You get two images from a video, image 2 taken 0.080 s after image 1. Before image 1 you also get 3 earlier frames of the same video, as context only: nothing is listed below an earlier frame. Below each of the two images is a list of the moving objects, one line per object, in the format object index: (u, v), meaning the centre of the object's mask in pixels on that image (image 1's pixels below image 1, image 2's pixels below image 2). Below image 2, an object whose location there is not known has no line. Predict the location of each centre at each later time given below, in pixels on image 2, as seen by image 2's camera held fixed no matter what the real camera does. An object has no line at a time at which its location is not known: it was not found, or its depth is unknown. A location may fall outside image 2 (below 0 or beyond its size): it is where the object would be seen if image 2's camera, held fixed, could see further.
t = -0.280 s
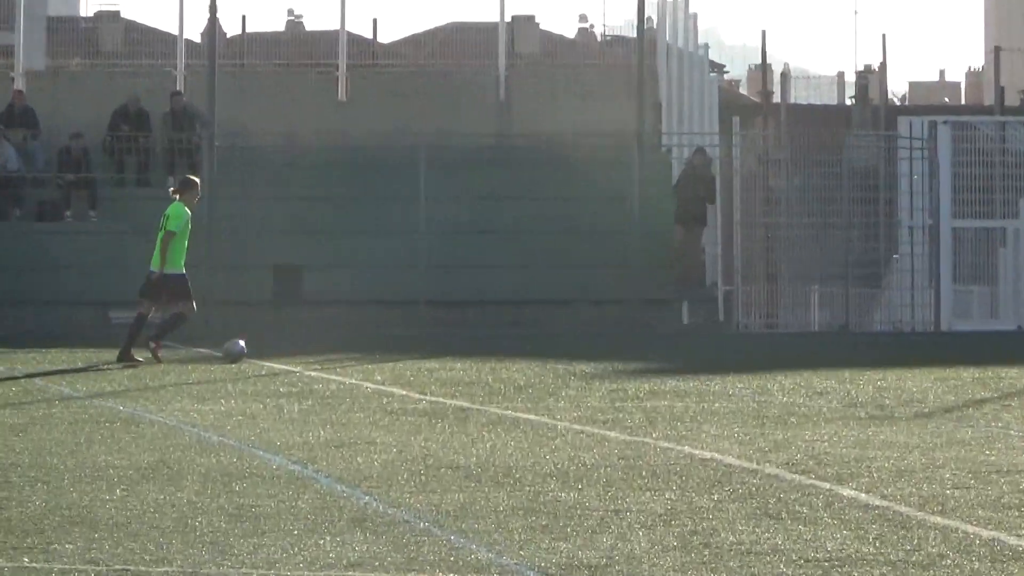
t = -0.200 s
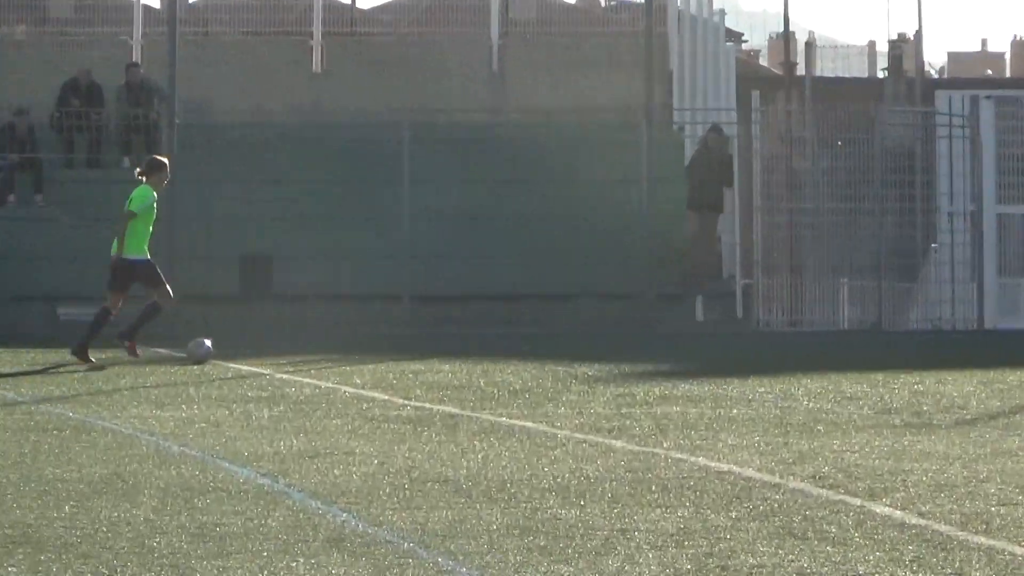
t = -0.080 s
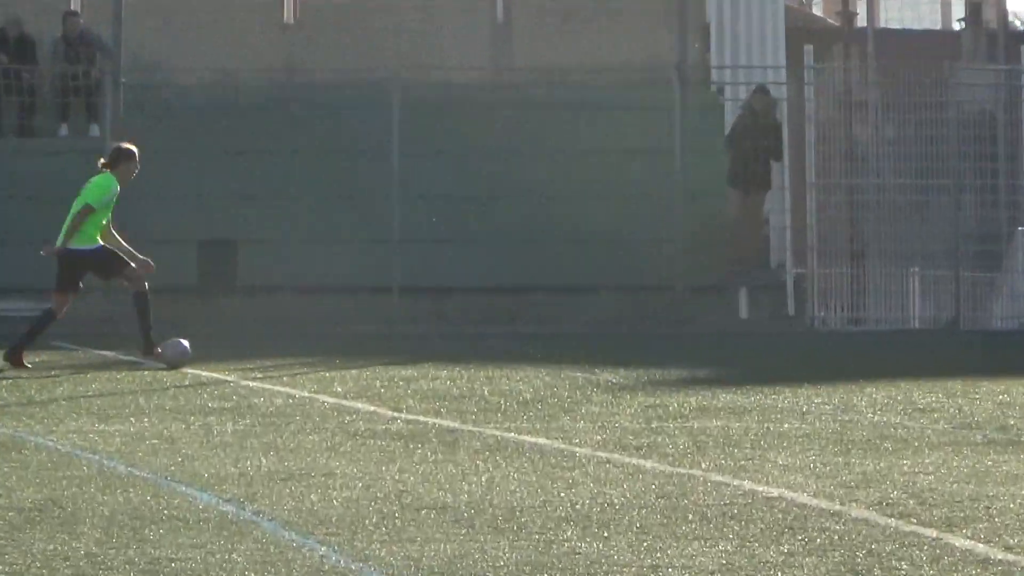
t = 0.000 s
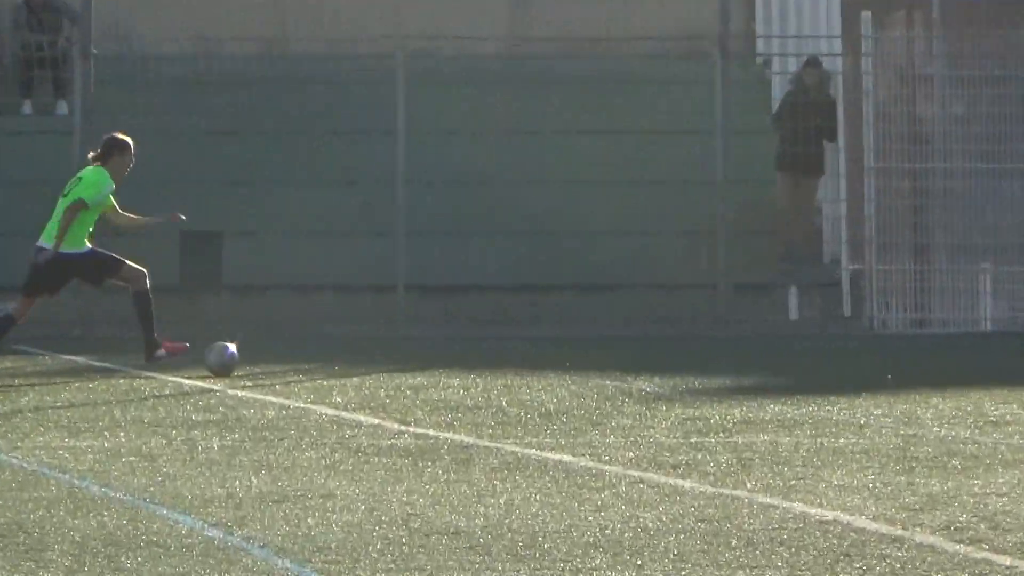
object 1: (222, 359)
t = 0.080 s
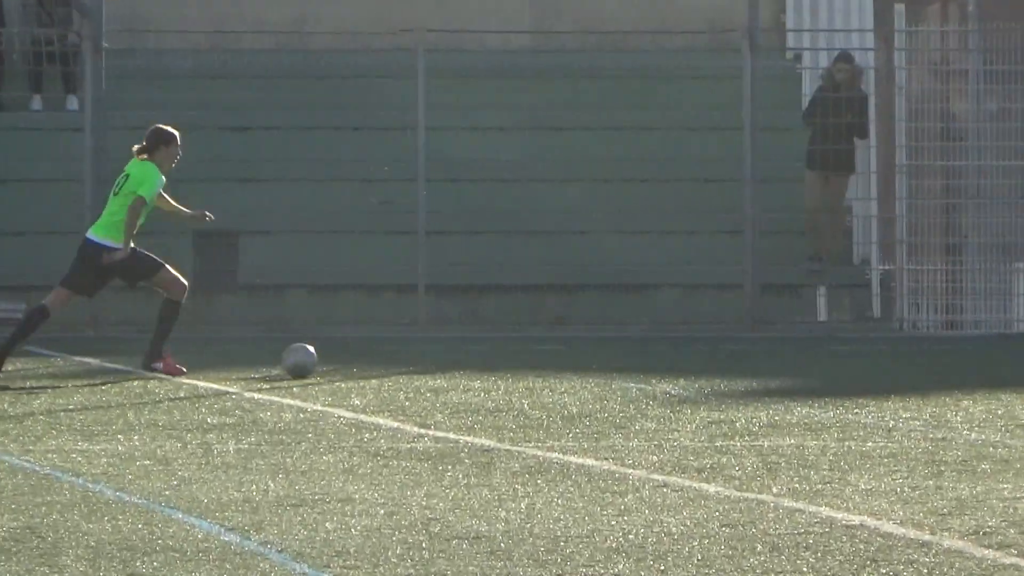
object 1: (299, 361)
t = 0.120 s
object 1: (332, 363)
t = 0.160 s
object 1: (360, 364)
